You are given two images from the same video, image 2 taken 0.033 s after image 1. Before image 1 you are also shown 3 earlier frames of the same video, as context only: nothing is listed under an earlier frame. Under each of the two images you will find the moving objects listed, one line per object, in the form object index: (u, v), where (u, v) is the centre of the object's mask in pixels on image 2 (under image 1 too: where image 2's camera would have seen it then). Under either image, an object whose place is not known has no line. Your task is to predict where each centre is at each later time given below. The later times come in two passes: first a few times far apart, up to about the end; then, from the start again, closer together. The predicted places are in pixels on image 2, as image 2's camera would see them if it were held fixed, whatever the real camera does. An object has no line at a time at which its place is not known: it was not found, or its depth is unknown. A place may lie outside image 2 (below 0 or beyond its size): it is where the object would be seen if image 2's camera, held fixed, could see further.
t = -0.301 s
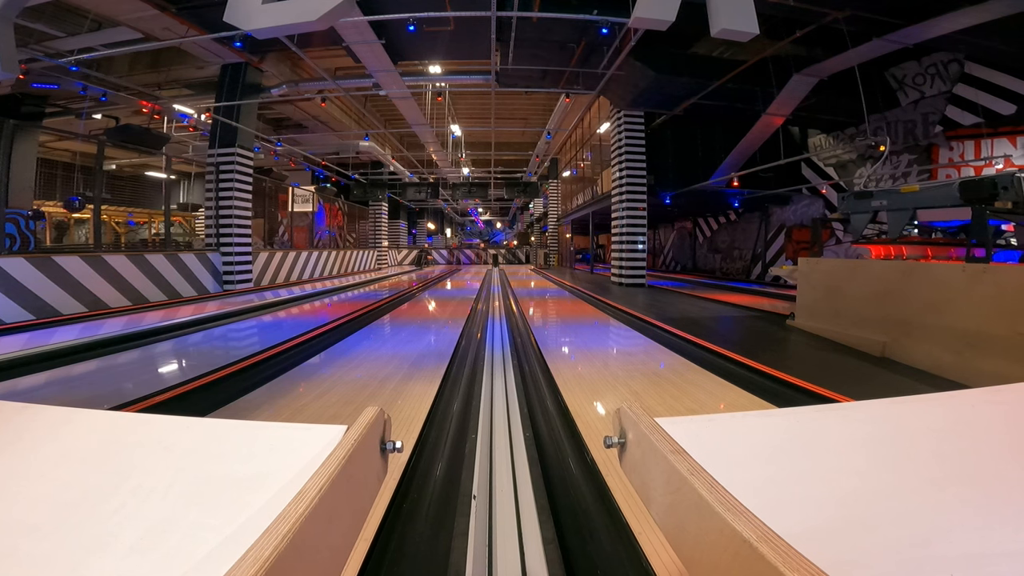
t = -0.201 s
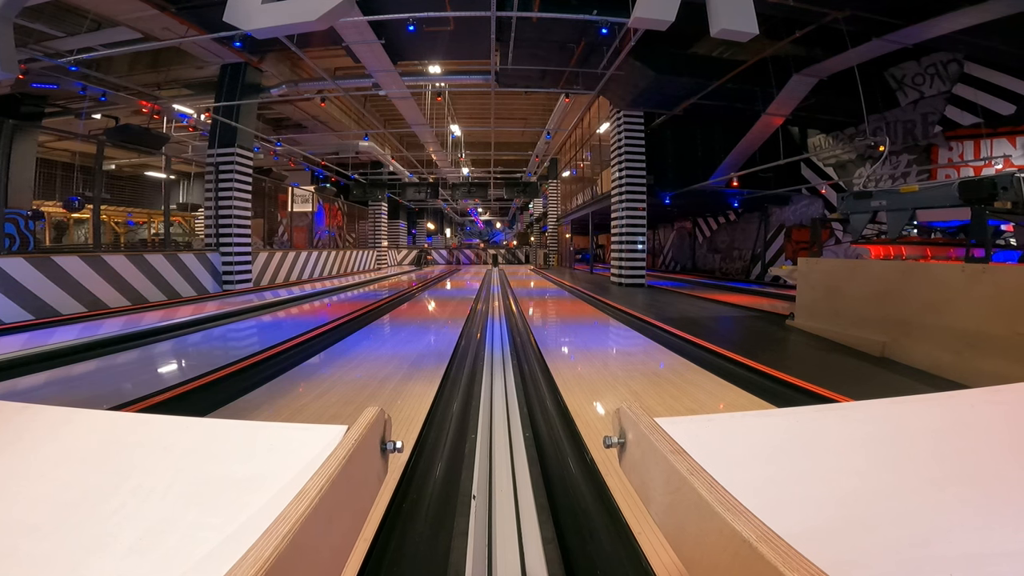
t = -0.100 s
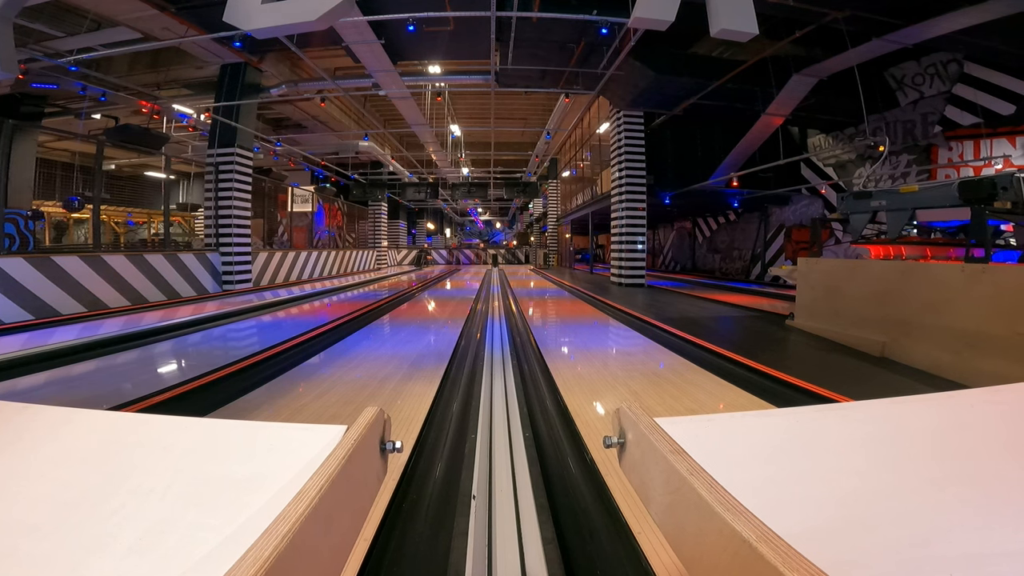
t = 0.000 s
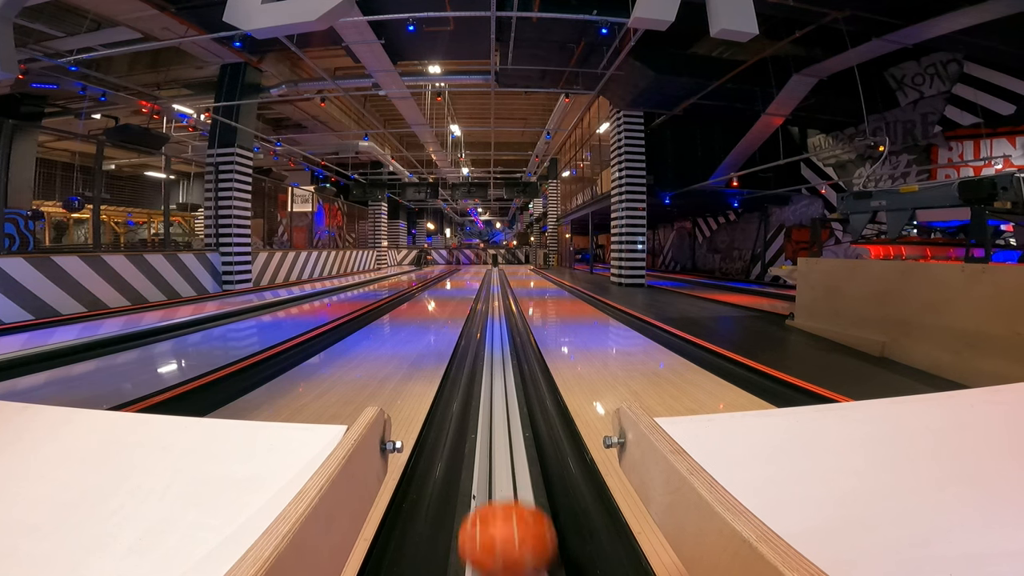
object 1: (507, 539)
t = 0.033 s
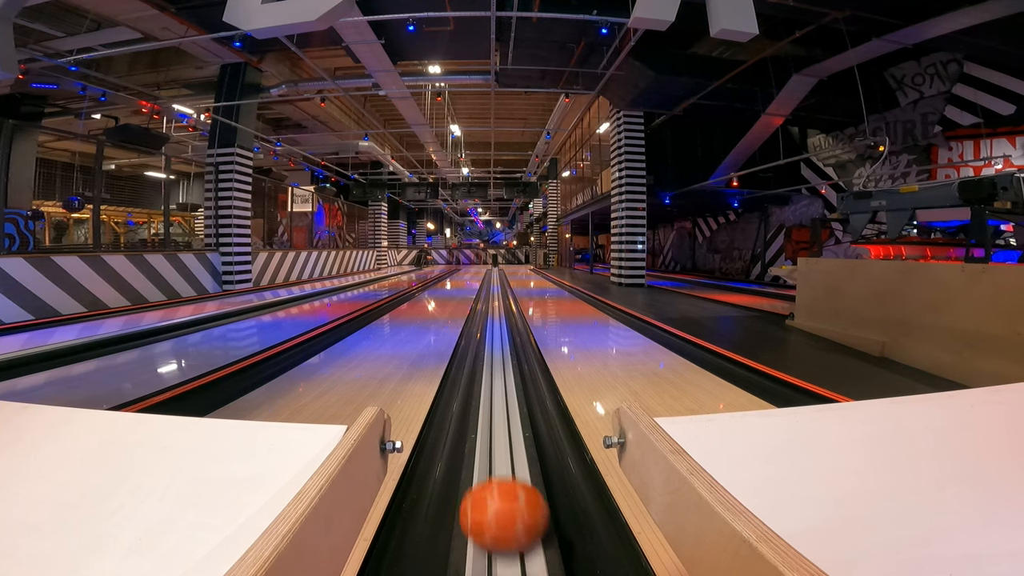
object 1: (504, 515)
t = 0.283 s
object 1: (500, 401)
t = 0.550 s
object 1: (498, 353)
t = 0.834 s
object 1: (497, 326)
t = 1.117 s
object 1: (496, 310)
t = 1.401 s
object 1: (496, 300)
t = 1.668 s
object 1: (496, 293)
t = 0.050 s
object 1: (502, 503)
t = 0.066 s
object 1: (501, 492)
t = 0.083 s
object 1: (500, 482)
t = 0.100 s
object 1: (499, 472)
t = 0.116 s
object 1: (499, 463)
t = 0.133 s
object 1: (498, 455)
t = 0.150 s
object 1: (498, 447)
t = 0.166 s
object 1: (498, 440)
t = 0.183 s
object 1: (498, 433)
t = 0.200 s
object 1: (499, 427)
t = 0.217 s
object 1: (499, 422)
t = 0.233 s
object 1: (499, 416)
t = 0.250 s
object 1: (500, 411)
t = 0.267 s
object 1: (500, 406)
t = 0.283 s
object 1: (500, 401)
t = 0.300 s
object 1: (500, 397)
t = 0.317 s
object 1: (500, 393)
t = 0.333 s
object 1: (499, 389)
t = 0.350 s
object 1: (499, 385)
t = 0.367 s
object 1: (499, 382)
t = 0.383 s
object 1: (498, 379)
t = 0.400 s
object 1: (497, 376)
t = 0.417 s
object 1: (497, 373)
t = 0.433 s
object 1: (497, 370)
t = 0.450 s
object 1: (497, 367)
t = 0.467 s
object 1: (497, 364)
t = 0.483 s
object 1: (497, 362)
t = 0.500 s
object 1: (497, 359)
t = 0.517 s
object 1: (497, 357)
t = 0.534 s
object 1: (498, 355)
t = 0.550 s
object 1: (498, 353)
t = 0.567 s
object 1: (498, 351)
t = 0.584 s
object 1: (497, 349)
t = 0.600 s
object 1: (497, 347)
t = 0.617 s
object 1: (497, 345)
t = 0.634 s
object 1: (497, 343)
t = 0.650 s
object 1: (497, 341)
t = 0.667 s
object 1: (497, 340)
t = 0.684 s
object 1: (497, 338)
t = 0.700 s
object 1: (497, 336)
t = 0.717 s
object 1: (497, 335)
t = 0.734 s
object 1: (497, 334)
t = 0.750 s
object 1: (497, 332)
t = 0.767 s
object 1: (497, 331)
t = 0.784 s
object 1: (497, 329)
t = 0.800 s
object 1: (497, 328)
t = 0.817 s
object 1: (497, 327)
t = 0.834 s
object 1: (497, 326)
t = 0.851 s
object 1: (497, 325)
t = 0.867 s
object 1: (497, 324)
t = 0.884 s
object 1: (497, 323)
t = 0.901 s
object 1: (497, 321)
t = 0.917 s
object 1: (497, 320)
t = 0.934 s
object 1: (496, 319)
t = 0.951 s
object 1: (497, 318)
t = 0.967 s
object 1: (496, 317)
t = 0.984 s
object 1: (496, 316)
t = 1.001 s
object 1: (496, 316)
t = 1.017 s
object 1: (496, 315)
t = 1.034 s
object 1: (496, 314)
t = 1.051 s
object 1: (496, 313)
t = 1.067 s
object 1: (496, 312)
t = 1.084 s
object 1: (496, 311)
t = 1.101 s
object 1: (496, 311)
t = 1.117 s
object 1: (496, 310)
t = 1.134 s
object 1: (496, 309)
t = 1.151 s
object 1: (496, 308)
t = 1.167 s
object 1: (496, 308)
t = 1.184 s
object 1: (496, 307)
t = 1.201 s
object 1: (496, 307)
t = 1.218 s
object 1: (496, 306)
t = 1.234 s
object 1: (496, 305)
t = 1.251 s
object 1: (496, 305)
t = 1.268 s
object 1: (496, 305)
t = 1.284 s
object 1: (496, 303)
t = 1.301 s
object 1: (496, 303)
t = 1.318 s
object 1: (496, 302)
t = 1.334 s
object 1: (496, 301)
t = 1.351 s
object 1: (496, 301)
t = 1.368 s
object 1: (496, 301)
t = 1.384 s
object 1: (496, 301)
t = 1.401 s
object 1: (496, 300)
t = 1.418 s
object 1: (496, 300)
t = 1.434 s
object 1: (495, 299)
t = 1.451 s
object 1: (495, 298)
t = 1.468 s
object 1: (495, 298)
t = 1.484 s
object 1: (495, 298)
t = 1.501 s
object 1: (496, 297)
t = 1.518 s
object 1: (495, 296)
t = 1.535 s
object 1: (495, 296)
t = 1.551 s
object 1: (496, 296)
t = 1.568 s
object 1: (496, 296)
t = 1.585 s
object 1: (496, 295)
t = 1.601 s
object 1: (496, 295)
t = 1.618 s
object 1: (495, 294)
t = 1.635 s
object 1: (495, 294)
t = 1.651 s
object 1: (496, 293)
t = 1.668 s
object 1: (496, 293)
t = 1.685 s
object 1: (495, 292)
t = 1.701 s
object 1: (495, 292)
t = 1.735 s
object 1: (495, 292)
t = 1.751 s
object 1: (495, 292)
